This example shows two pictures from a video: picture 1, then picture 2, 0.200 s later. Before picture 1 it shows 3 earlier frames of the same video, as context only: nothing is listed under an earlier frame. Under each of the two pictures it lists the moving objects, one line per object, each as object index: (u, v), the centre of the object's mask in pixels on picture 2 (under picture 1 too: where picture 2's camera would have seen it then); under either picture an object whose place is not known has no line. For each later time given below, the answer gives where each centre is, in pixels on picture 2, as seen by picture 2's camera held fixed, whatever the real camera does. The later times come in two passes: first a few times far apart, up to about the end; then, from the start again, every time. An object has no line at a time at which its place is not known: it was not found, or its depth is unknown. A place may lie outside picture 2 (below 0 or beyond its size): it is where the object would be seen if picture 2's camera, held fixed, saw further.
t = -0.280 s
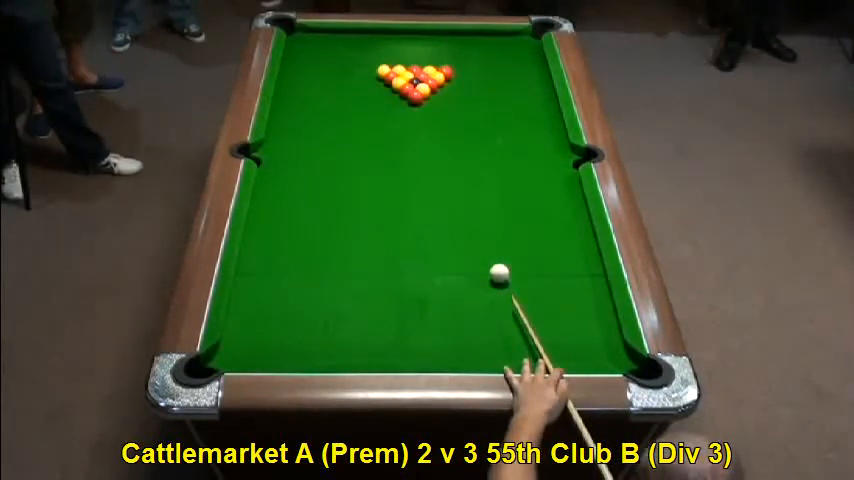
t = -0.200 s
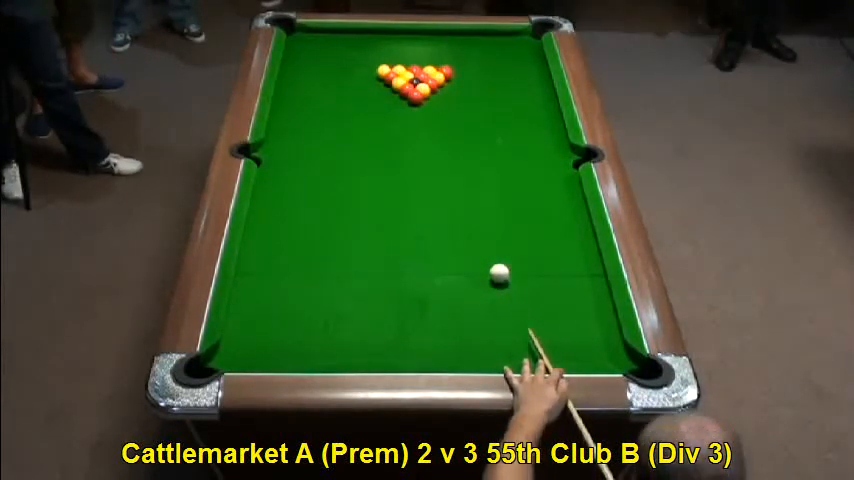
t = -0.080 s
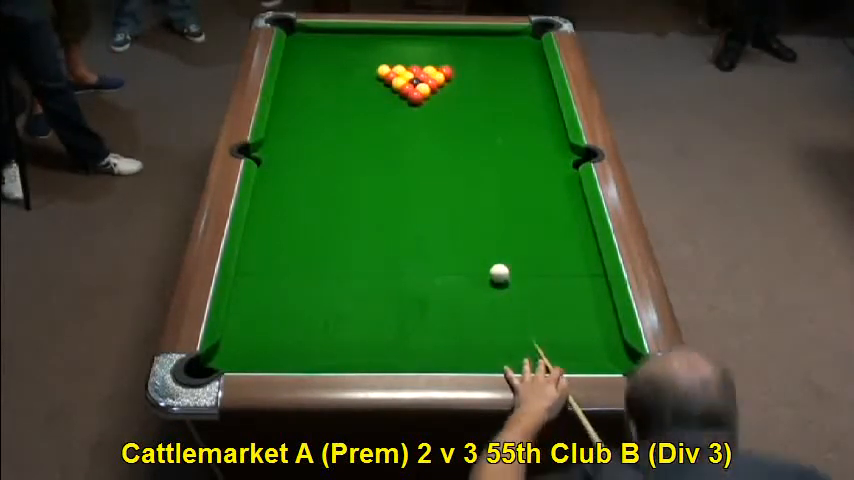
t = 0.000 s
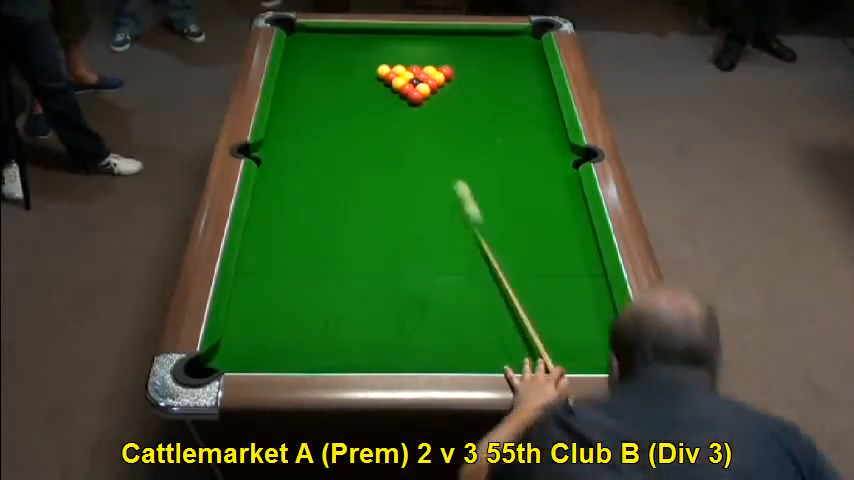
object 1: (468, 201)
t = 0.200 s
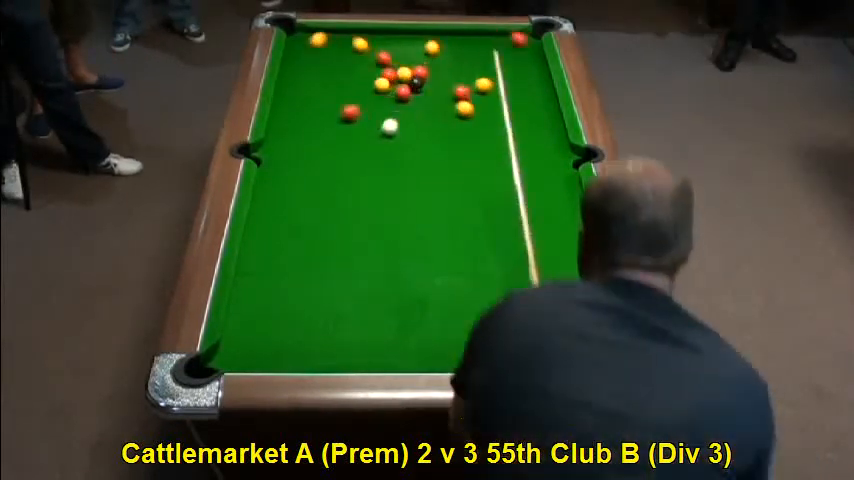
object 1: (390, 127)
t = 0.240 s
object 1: (383, 135)
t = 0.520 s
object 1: (335, 199)
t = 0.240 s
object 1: (383, 135)
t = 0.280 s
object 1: (377, 144)
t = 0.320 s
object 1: (370, 152)
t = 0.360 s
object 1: (364, 161)
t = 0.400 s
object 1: (357, 170)
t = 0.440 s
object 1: (350, 179)
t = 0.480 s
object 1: (343, 189)
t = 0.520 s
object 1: (335, 199)
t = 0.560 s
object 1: (328, 209)
